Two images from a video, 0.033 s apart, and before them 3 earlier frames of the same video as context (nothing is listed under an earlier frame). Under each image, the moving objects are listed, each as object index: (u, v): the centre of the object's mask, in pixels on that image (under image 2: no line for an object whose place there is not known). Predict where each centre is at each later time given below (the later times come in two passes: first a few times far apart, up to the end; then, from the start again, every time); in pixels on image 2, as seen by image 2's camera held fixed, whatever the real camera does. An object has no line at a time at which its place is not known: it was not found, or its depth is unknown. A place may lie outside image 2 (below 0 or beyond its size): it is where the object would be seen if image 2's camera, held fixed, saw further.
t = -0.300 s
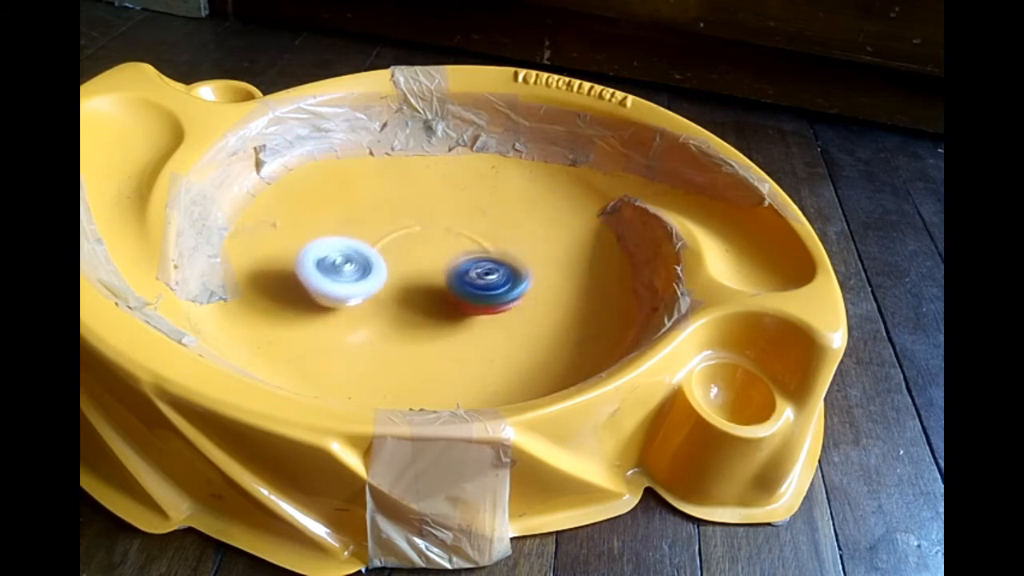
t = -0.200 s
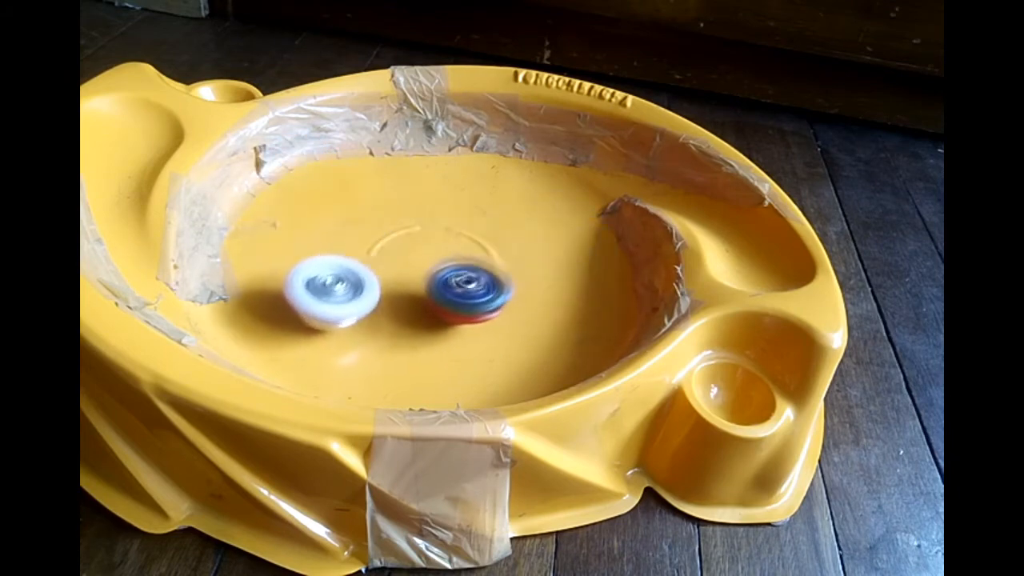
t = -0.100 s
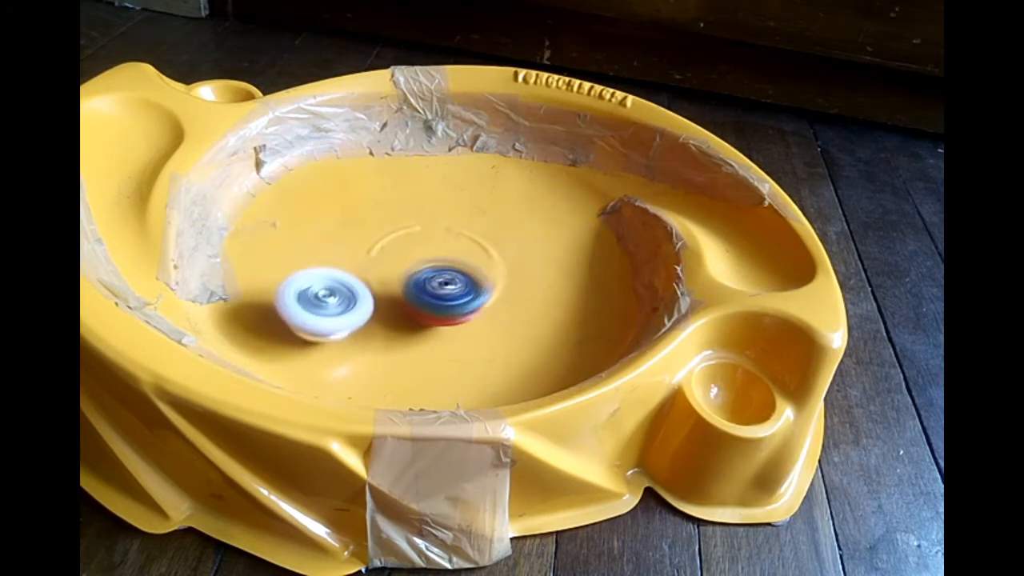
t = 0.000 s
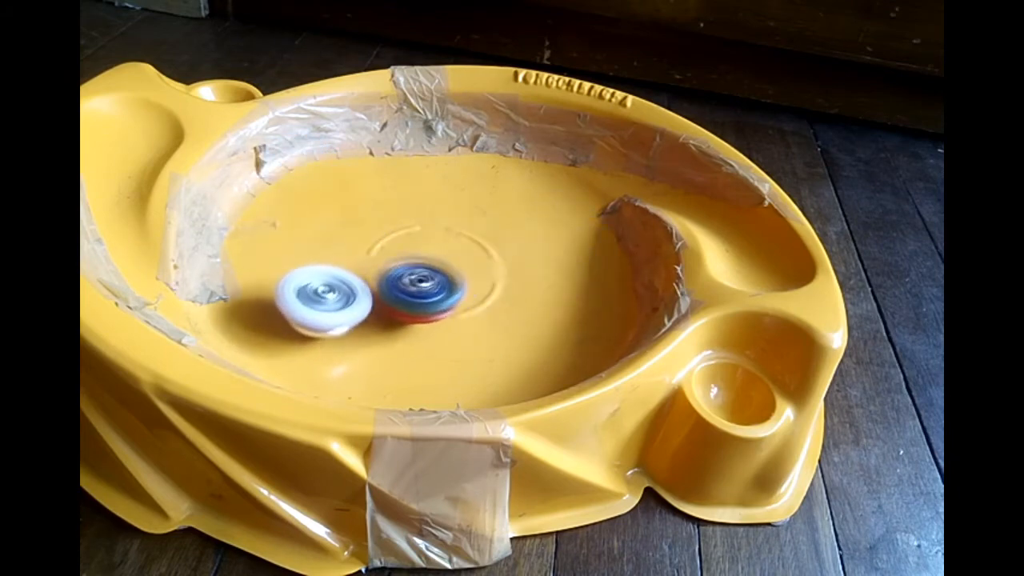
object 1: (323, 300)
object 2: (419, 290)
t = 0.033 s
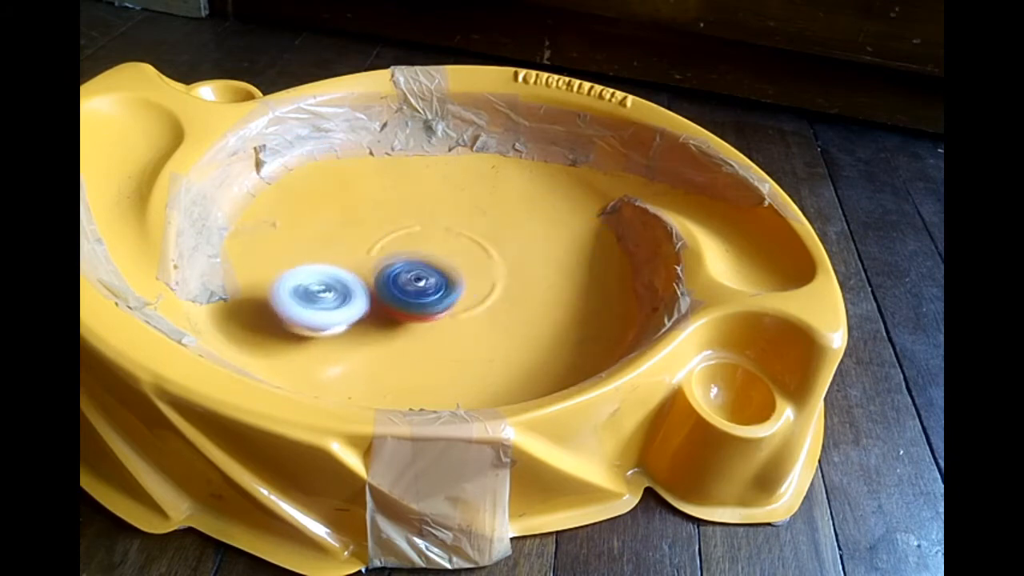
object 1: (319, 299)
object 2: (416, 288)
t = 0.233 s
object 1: (303, 302)
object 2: (431, 258)
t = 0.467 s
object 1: (344, 288)
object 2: (441, 229)
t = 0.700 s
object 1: (409, 293)
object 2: (456, 204)
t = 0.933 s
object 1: (456, 292)
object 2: (452, 188)
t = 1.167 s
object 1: (502, 281)
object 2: (437, 191)
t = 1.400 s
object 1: (503, 266)
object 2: (436, 214)
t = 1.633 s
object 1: (559, 275)
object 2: (394, 213)
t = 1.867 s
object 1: (561, 280)
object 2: (355, 199)
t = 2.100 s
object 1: (541, 268)
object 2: (322, 188)
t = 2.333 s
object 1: (509, 251)
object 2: (322, 206)
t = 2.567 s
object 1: (503, 227)
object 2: (371, 220)
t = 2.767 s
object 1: (491, 216)
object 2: (410, 231)
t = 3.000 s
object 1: (480, 208)
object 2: (431, 256)
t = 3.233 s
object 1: (467, 202)
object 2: (441, 290)
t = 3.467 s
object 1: (449, 199)
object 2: (458, 312)
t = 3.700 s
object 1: (437, 210)
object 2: (468, 305)
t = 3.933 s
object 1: (428, 217)
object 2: (457, 278)
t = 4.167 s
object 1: (424, 193)
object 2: (451, 297)
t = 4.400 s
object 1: (438, 190)
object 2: (450, 308)
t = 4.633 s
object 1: (448, 194)
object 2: (440, 291)
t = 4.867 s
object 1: (443, 204)
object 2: (419, 268)
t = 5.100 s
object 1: (437, 197)
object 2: (394, 270)
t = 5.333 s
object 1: (448, 206)
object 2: (373, 278)
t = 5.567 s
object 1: (456, 210)
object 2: (365, 279)
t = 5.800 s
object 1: (457, 213)
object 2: (378, 267)
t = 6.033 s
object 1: (459, 219)
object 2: (387, 257)
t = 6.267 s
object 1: (464, 220)
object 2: (397, 260)
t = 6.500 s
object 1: (468, 221)
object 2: (400, 272)
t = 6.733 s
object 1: (470, 222)
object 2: (408, 273)
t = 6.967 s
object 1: (467, 219)
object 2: (402, 269)
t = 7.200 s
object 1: (464, 212)
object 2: (395, 269)
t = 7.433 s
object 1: (460, 211)
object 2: (395, 268)
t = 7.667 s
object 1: (457, 216)
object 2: (397, 270)
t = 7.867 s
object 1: (457, 220)
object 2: (396, 268)
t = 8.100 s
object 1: (458, 229)
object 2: (396, 270)
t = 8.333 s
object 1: (472, 228)
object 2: (373, 282)
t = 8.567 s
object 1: (483, 224)
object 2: (357, 276)
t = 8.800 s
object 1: (477, 221)
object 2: (366, 263)
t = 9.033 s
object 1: (465, 213)
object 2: (383, 265)
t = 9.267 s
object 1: (452, 211)
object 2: (390, 278)
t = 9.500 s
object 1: (439, 212)
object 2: (376, 285)
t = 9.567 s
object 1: (437, 214)
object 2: (370, 282)
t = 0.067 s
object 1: (310, 302)
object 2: (421, 282)
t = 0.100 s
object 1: (304, 303)
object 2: (425, 278)
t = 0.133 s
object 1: (301, 304)
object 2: (428, 274)
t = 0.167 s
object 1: (300, 304)
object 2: (429, 267)
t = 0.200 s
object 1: (300, 303)
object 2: (430, 263)
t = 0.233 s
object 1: (303, 302)
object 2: (431, 258)
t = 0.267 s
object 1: (308, 300)
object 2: (432, 253)
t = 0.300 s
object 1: (314, 298)
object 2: (432, 248)
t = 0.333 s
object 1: (320, 295)
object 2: (433, 244)
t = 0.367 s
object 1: (327, 293)
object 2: (434, 240)
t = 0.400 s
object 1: (332, 291)
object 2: (436, 236)
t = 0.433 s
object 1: (338, 289)
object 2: (439, 232)
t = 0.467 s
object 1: (344, 288)
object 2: (441, 229)
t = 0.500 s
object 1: (349, 288)
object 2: (444, 225)
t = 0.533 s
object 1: (355, 288)
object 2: (446, 221)
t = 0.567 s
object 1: (363, 290)
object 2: (448, 218)
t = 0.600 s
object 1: (373, 291)
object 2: (450, 214)
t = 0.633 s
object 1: (384, 293)
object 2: (452, 211)
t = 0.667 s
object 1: (397, 293)
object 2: (455, 208)
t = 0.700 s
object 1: (409, 293)
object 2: (456, 204)
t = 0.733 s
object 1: (419, 293)
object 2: (455, 202)
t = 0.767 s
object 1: (428, 294)
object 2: (457, 198)
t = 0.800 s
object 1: (436, 294)
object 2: (456, 196)
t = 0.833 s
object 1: (443, 294)
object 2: (455, 194)
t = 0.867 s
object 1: (449, 294)
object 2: (454, 192)
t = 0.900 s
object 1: (453, 293)
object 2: (453, 190)
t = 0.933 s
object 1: (456, 292)
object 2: (452, 188)
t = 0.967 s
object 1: (459, 290)
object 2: (451, 187)
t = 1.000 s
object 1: (464, 289)
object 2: (449, 187)
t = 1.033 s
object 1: (473, 289)
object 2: (446, 186)
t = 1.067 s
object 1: (482, 288)
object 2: (444, 186)
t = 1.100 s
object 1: (492, 285)
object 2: (441, 187)
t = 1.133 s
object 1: (499, 282)
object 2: (439, 189)
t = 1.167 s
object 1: (502, 281)
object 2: (437, 191)
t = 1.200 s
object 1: (504, 279)
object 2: (436, 193)
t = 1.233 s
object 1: (505, 277)
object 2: (434, 196)
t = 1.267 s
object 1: (505, 275)
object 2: (431, 200)
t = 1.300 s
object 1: (504, 272)
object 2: (430, 203)
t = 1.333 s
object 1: (503, 270)
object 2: (432, 207)
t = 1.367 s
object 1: (501, 268)
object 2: (434, 210)
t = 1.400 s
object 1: (503, 266)
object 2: (436, 214)
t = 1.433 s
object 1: (507, 263)
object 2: (439, 218)
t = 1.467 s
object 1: (510, 261)
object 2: (440, 223)
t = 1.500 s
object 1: (519, 262)
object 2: (436, 224)
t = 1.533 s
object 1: (535, 267)
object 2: (421, 221)
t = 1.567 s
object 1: (546, 271)
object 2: (410, 218)
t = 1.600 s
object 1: (554, 273)
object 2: (401, 215)
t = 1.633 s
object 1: (559, 275)
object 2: (394, 213)
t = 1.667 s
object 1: (563, 277)
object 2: (388, 211)
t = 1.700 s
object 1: (565, 279)
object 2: (383, 211)
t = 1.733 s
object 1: (566, 280)
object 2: (377, 208)
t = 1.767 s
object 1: (565, 281)
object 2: (372, 206)
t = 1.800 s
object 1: (565, 281)
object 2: (366, 204)
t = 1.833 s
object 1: (563, 280)
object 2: (360, 201)
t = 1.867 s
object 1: (561, 280)
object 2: (355, 199)
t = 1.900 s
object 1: (559, 278)
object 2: (350, 196)
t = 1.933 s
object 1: (556, 277)
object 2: (345, 193)
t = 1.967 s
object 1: (553, 275)
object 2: (341, 191)
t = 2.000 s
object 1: (550, 274)
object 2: (336, 189)
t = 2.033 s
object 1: (547, 272)
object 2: (331, 188)
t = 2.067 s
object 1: (545, 271)
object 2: (327, 188)
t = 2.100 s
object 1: (541, 268)
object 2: (322, 188)
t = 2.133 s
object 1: (538, 266)
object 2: (317, 189)
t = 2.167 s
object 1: (534, 263)
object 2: (314, 189)
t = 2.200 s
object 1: (529, 260)
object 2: (312, 192)
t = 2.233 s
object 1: (524, 258)
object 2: (312, 195)
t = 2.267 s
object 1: (519, 255)
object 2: (314, 199)
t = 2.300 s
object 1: (514, 253)
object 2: (317, 202)
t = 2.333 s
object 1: (509, 251)
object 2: (322, 206)
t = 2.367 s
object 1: (506, 248)
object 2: (329, 209)
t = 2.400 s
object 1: (506, 245)
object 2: (336, 211)
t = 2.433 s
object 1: (508, 241)
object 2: (343, 211)
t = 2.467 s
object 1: (508, 236)
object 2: (350, 213)
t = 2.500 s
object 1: (508, 233)
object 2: (357, 215)
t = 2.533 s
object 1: (506, 230)
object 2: (364, 218)
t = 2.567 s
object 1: (503, 227)
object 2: (371, 220)
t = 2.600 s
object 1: (500, 225)
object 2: (376, 222)
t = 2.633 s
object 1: (498, 223)
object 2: (382, 225)
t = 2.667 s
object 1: (497, 221)
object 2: (389, 227)
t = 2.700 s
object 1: (496, 219)
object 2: (396, 227)
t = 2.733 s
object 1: (494, 218)
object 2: (403, 229)
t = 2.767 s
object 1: (491, 216)
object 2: (410, 231)
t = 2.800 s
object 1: (489, 214)
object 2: (416, 233)
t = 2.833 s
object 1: (487, 211)
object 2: (420, 236)
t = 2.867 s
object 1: (487, 209)
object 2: (422, 238)
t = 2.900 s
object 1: (486, 207)
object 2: (425, 243)
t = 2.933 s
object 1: (484, 208)
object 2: (428, 247)
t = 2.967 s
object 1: (481, 209)
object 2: (430, 253)
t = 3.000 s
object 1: (480, 208)
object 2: (431, 256)
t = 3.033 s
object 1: (479, 207)
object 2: (433, 261)
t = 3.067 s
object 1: (478, 207)
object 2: (436, 265)
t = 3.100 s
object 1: (477, 206)
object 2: (437, 273)
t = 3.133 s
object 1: (474, 205)
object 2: (438, 277)
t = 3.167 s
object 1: (471, 204)
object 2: (440, 281)
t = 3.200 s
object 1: (469, 203)
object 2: (440, 287)
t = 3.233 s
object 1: (467, 202)
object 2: (441, 290)
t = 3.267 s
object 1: (465, 201)
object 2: (443, 295)
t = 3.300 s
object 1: (462, 200)
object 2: (447, 297)
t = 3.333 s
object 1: (460, 200)
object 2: (449, 300)
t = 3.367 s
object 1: (458, 199)
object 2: (451, 304)
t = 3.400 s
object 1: (455, 199)
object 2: (454, 307)
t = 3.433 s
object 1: (452, 199)
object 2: (456, 310)
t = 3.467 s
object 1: (449, 199)
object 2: (458, 312)
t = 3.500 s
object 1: (446, 201)
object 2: (460, 314)
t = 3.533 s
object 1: (444, 203)
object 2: (462, 315)
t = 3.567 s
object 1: (443, 205)
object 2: (464, 315)
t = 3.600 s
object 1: (441, 206)
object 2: (466, 313)
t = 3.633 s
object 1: (439, 208)
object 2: (467, 310)
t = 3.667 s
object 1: (438, 209)
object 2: (468, 308)
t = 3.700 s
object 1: (437, 210)
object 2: (468, 305)
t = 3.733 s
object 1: (435, 211)
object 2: (468, 302)
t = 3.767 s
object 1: (434, 212)
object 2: (467, 298)
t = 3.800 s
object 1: (432, 212)
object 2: (465, 294)
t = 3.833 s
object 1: (431, 213)
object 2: (463, 291)
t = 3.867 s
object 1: (430, 214)
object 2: (462, 287)
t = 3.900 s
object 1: (429, 215)
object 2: (458, 283)
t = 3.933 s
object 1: (428, 217)
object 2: (457, 278)
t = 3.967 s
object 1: (429, 219)
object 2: (454, 277)
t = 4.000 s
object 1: (427, 216)
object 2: (453, 279)
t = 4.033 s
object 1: (423, 207)
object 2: (453, 286)
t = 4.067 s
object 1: (421, 201)
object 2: (450, 290)
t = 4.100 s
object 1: (421, 196)
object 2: (449, 291)
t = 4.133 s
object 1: (422, 194)
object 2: (449, 293)
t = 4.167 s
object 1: (424, 193)
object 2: (451, 297)
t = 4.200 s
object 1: (426, 192)
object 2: (451, 299)
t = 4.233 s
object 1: (429, 192)
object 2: (452, 302)
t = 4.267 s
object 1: (431, 191)
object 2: (452, 305)
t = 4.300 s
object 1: (433, 190)
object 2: (452, 305)
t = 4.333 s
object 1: (435, 191)
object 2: (451, 307)
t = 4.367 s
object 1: (436, 190)
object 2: (451, 307)
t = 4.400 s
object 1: (438, 190)
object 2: (450, 308)
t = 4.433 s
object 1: (440, 190)
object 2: (449, 306)
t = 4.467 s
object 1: (442, 191)
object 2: (447, 306)
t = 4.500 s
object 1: (444, 191)
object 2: (445, 302)
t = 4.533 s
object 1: (445, 192)
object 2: (444, 301)
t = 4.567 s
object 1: (447, 192)
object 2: (442, 299)
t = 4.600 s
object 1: (447, 193)
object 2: (441, 294)
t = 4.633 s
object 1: (448, 194)
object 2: (440, 291)
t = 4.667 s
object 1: (448, 194)
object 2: (437, 289)
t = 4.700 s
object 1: (448, 195)
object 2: (435, 285)
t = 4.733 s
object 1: (447, 196)
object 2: (431, 282)
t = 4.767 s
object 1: (446, 197)
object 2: (427, 279)
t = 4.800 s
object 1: (445, 199)
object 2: (425, 276)
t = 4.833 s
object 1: (444, 201)
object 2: (422, 271)
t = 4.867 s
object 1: (443, 204)
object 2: (419, 268)
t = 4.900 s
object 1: (442, 205)
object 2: (417, 265)
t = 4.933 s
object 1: (441, 207)
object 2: (414, 262)
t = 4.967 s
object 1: (439, 207)
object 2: (413, 260)
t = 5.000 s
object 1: (438, 207)
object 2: (409, 259)
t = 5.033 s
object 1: (437, 202)
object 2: (404, 264)
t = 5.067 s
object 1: (437, 199)
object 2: (400, 269)
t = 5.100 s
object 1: (437, 197)
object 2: (394, 270)
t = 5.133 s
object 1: (437, 197)
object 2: (391, 274)
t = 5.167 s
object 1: (439, 198)
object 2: (392, 275)
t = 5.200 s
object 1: (441, 200)
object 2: (391, 275)
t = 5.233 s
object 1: (443, 201)
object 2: (386, 276)
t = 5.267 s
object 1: (445, 203)
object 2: (378, 277)
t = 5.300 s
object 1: (447, 204)
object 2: (376, 276)
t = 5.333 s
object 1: (448, 206)
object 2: (373, 278)
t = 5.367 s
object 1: (449, 207)
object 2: (370, 279)
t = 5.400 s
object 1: (451, 209)
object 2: (368, 281)
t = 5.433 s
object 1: (453, 209)
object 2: (366, 281)
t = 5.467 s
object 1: (454, 209)
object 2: (365, 281)
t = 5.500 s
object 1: (455, 210)
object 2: (364, 281)
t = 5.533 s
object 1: (456, 210)
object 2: (364, 280)
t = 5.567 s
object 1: (456, 210)
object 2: (365, 279)
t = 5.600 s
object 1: (457, 210)
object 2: (365, 278)
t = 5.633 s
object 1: (457, 210)
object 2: (367, 277)
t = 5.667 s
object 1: (457, 211)
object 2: (369, 275)
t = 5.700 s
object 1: (457, 211)
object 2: (372, 274)
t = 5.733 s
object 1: (457, 211)
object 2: (374, 271)
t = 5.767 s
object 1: (457, 212)
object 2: (378, 269)
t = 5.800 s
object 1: (457, 213)
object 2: (378, 267)
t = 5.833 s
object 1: (457, 214)
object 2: (376, 264)
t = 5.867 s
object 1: (457, 215)
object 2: (374, 261)
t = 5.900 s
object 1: (457, 216)
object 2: (373, 258)
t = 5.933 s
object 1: (458, 217)
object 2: (374, 256)
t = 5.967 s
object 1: (459, 217)
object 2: (377, 255)
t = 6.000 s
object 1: (459, 218)
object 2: (383, 256)
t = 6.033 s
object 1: (459, 219)
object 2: (387, 257)
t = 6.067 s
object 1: (459, 219)
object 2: (390, 256)
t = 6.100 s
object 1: (459, 220)
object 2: (391, 255)
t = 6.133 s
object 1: (459, 221)
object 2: (395, 256)
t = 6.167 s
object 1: (459, 221)
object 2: (396, 255)
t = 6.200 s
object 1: (461, 220)
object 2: (397, 257)
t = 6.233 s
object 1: (463, 219)
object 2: (398, 257)
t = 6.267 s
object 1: (464, 220)
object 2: (397, 260)
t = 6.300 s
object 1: (465, 219)
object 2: (397, 260)
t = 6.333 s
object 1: (466, 219)
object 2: (395, 264)
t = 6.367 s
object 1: (466, 219)
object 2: (394, 265)
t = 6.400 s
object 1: (467, 220)
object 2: (392, 267)
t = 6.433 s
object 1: (467, 220)
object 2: (391, 270)
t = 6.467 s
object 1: (467, 220)
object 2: (394, 270)
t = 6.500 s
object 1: (468, 221)
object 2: (400, 272)
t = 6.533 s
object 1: (468, 221)
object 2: (405, 272)
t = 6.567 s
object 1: (468, 221)
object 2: (409, 273)
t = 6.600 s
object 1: (468, 222)
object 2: (409, 274)
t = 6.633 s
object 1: (469, 221)
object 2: (410, 273)
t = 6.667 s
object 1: (469, 222)
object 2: (409, 274)
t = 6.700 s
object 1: (469, 222)
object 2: (409, 273)
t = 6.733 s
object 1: (470, 222)
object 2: (408, 273)
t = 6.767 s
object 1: (470, 222)
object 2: (408, 272)
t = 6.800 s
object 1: (469, 222)
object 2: (406, 272)
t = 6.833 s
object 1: (469, 221)
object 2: (407, 271)
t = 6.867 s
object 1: (468, 221)
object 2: (404, 271)
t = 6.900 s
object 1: (467, 220)
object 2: (405, 270)
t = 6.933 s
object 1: (467, 220)
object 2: (402, 270)
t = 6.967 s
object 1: (467, 219)
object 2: (402, 269)
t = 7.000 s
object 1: (466, 218)
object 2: (400, 270)
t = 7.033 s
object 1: (466, 217)
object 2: (398, 270)
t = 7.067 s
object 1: (465, 216)
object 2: (396, 270)
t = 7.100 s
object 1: (465, 214)
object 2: (395, 269)
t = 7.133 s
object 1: (465, 213)
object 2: (393, 270)
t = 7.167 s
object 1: (464, 213)
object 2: (394, 269)
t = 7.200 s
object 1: (464, 212)
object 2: (395, 269)
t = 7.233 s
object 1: (463, 211)
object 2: (395, 269)
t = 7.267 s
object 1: (463, 212)
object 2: (396, 270)
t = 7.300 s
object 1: (462, 211)
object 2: (399, 270)
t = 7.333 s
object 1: (461, 211)
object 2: (399, 271)
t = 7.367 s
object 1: (461, 211)
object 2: (397, 269)
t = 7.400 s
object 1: (461, 211)
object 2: (398, 269)
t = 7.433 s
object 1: (460, 211)
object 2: (395, 268)
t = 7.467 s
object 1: (460, 212)
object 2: (395, 268)
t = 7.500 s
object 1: (459, 212)
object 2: (392, 268)
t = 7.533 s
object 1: (459, 213)
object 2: (393, 268)
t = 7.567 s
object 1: (459, 214)
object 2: (392, 268)
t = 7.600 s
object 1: (458, 214)
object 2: (394, 268)
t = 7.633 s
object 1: (458, 215)
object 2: (397, 269)
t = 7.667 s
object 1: (457, 216)
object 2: (397, 270)
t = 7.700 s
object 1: (457, 216)
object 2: (394, 270)
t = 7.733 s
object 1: (457, 217)
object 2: (394, 268)
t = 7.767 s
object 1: (457, 218)
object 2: (394, 269)
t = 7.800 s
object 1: (457, 219)
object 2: (393, 268)
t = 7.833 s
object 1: (456, 219)
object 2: (395, 269)
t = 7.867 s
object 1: (457, 220)
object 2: (396, 268)
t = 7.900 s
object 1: (457, 222)
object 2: (397, 269)
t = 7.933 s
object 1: (457, 223)
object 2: (394, 269)
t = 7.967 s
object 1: (457, 224)
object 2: (395, 268)
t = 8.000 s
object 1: (457, 225)
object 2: (395, 269)
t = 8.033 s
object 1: (457, 226)
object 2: (395, 269)
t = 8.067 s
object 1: (457, 228)
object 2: (395, 270)
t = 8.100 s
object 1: (458, 229)
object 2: (396, 270)
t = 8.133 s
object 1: (458, 232)
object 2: (396, 272)
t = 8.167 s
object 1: (457, 232)
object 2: (394, 270)
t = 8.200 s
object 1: (458, 233)
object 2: (396, 271)
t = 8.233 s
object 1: (459, 234)
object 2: (394, 271)
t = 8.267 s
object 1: (464, 232)
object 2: (385, 277)
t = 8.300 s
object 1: (468, 229)
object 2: (378, 280)
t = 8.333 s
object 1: (472, 228)
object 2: (373, 282)
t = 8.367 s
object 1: (474, 227)
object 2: (372, 282)
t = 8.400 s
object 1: (476, 227)
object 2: (369, 282)
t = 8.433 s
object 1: (477, 226)
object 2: (368, 282)
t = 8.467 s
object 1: (479, 226)
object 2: (364, 282)
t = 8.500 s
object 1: (481, 227)
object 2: (361, 280)
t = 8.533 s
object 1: (482, 225)
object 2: (358, 279)
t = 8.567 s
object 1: (483, 224)
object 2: (357, 276)
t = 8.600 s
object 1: (484, 223)
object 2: (356, 275)
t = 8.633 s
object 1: (483, 223)
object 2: (356, 272)
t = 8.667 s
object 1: (482, 224)
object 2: (357, 270)
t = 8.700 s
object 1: (481, 223)
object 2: (359, 268)
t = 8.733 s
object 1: (481, 223)
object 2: (361, 266)
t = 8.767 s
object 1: (479, 221)
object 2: (364, 265)
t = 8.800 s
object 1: (477, 221)
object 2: (366, 263)
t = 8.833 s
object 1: (477, 219)
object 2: (369, 263)
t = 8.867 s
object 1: (474, 218)
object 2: (368, 262)
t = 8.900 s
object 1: (471, 217)
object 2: (369, 260)
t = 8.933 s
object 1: (469, 215)
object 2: (371, 260)
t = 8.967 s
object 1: (468, 214)
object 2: (377, 260)
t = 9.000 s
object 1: (467, 214)
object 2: (382, 263)
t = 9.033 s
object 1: (465, 213)
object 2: (383, 265)
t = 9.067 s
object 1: (464, 212)
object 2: (384, 267)
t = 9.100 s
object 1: (463, 213)
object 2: (384, 269)
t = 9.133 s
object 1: (461, 212)
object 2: (386, 270)
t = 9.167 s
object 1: (459, 211)
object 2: (386, 273)
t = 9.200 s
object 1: (458, 212)
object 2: (387, 275)
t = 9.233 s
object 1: (455, 211)
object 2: (389, 277)
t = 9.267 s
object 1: (452, 211)
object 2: (390, 278)
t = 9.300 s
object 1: (451, 211)
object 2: (390, 280)
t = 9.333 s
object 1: (449, 211)
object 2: (384, 283)
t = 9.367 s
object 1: (447, 211)
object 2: (382, 285)
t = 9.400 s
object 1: (445, 211)
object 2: (382, 286)
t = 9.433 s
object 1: (443, 212)
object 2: (381, 286)
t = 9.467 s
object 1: (441, 212)
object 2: (380, 286)
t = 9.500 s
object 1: (439, 212)
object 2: (376, 285)
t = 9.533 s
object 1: (438, 213)
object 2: (372, 283)
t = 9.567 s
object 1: (437, 214)
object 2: (370, 282)
